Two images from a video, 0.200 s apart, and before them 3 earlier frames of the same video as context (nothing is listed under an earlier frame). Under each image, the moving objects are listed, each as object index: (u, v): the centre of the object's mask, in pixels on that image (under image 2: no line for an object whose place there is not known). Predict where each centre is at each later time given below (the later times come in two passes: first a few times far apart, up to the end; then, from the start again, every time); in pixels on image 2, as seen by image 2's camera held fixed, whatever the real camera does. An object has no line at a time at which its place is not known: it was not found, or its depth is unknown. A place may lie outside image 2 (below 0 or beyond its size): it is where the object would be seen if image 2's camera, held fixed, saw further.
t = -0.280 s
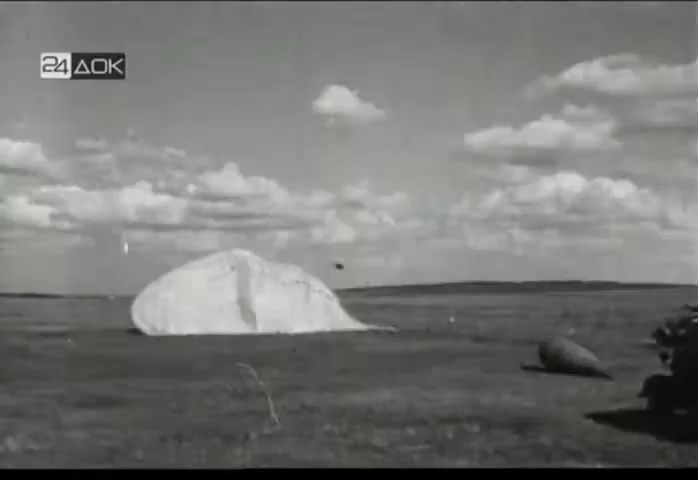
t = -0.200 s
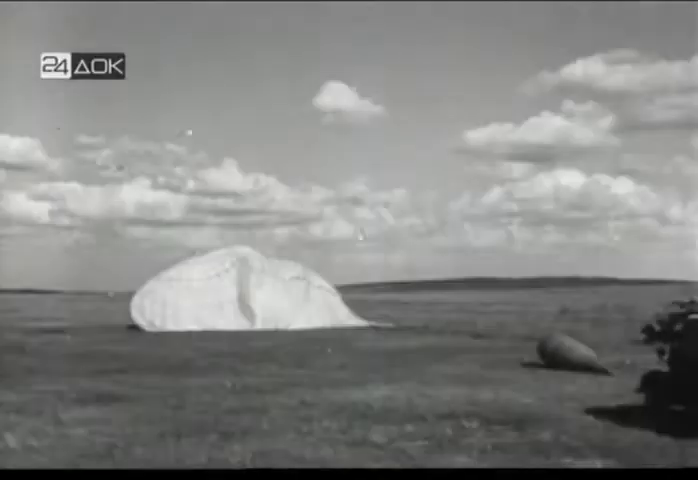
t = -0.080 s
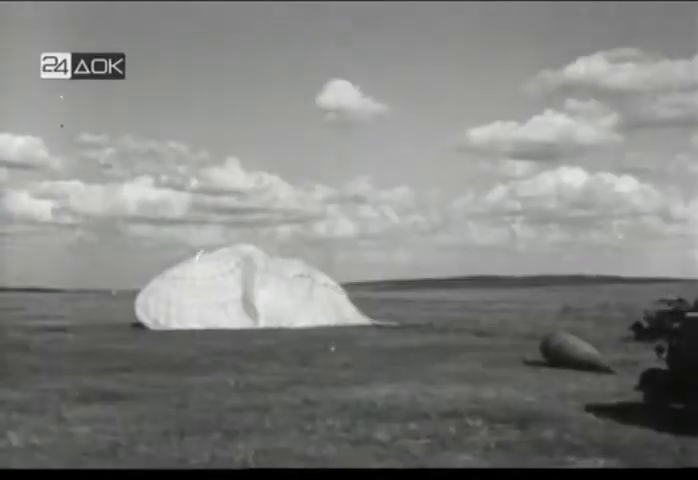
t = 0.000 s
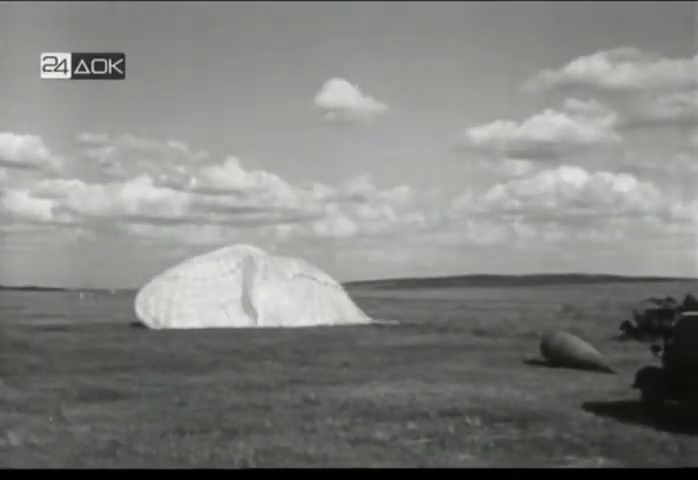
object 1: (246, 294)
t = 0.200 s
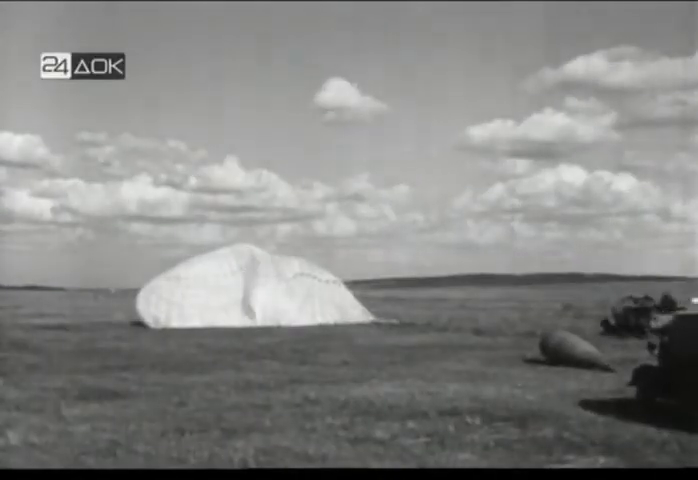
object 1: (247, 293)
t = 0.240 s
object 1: (248, 293)
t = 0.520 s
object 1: (250, 293)
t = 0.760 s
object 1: (253, 294)
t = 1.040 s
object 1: (255, 293)
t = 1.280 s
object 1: (255, 294)
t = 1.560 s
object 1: (257, 293)
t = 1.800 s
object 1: (257, 293)
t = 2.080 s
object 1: (257, 293)
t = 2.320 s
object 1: (258, 294)
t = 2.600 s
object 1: (258, 295)
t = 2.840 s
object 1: (259, 296)
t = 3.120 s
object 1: (260, 296)
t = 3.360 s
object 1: (259, 296)
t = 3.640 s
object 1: (259, 297)
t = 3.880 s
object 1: (258, 297)
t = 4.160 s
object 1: (257, 298)
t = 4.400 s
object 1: (257, 298)
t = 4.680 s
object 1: (256, 298)
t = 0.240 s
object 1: (248, 293)
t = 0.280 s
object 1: (247, 293)
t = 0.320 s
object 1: (248, 293)
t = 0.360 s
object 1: (249, 293)
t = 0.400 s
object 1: (249, 293)
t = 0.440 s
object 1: (249, 294)
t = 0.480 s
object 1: (249, 294)
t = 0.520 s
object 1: (250, 293)
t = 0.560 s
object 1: (251, 293)
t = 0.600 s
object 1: (250, 293)
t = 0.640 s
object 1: (251, 294)
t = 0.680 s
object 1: (253, 294)
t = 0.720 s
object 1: (252, 293)
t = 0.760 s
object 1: (253, 294)
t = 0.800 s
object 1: (252, 294)
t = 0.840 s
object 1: (253, 294)
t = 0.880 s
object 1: (254, 294)
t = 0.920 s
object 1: (254, 294)
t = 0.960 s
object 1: (254, 294)
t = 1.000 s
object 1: (255, 294)
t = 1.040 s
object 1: (255, 293)
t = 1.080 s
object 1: (255, 293)
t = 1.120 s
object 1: (255, 293)
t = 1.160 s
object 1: (256, 294)
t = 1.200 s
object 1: (256, 293)
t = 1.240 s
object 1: (256, 294)
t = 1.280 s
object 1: (255, 294)
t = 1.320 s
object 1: (256, 294)
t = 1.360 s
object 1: (256, 293)
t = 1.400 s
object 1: (256, 294)
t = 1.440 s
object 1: (256, 293)
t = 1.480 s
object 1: (257, 294)
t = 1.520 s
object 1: (257, 293)
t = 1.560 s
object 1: (257, 293)
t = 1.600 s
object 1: (257, 293)
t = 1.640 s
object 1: (257, 293)
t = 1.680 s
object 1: (257, 293)
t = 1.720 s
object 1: (257, 293)
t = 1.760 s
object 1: (257, 293)
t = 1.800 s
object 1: (257, 293)
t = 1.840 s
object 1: (256, 293)
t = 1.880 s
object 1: (257, 293)
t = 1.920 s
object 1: (257, 293)
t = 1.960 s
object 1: (257, 293)
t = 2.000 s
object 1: (258, 293)
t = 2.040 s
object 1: (257, 293)
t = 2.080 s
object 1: (257, 293)
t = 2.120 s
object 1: (257, 294)
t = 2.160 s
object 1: (258, 293)
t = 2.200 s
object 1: (258, 294)
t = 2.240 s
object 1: (258, 294)
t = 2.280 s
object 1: (258, 294)
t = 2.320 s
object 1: (258, 294)
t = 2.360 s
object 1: (258, 294)
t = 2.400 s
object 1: (259, 294)
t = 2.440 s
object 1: (259, 294)
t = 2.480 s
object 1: (259, 294)
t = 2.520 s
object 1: (259, 295)
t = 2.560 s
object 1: (259, 295)
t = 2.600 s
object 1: (258, 295)
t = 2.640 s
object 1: (259, 295)
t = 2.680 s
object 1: (259, 295)
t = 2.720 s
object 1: (259, 295)
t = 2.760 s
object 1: (260, 295)
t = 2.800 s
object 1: (260, 295)
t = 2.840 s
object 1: (259, 296)
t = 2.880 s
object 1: (260, 296)
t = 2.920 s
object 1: (260, 295)
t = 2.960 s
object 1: (260, 296)
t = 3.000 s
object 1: (260, 295)
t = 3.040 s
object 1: (259, 296)
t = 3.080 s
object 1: (260, 296)
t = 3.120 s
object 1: (260, 296)
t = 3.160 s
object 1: (260, 296)
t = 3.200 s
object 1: (260, 296)
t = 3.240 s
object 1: (260, 296)
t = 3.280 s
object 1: (260, 296)
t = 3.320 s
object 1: (259, 297)
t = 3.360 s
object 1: (259, 296)
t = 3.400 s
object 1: (260, 297)
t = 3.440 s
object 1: (260, 297)
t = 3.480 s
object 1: (259, 297)
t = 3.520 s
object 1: (259, 297)
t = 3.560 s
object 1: (259, 297)
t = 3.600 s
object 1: (260, 297)
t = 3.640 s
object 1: (259, 297)
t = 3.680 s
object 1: (259, 297)
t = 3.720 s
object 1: (259, 297)
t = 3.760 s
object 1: (259, 297)
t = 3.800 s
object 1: (258, 297)
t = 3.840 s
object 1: (258, 297)
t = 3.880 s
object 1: (258, 297)
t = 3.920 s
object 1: (258, 297)
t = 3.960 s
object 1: (257, 297)
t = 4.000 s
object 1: (258, 297)
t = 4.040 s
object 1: (258, 297)
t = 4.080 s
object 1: (258, 297)
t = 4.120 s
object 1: (258, 298)
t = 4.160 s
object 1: (257, 298)
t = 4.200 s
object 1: (257, 298)
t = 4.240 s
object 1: (257, 298)
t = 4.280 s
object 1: (257, 298)
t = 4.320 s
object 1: (257, 297)
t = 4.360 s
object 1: (257, 298)
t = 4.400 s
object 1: (257, 298)
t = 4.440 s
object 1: (256, 298)
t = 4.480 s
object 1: (256, 297)
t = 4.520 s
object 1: (256, 298)
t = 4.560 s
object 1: (257, 298)
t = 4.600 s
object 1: (256, 298)
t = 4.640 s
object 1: (256, 298)
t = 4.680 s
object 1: (256, 298)
